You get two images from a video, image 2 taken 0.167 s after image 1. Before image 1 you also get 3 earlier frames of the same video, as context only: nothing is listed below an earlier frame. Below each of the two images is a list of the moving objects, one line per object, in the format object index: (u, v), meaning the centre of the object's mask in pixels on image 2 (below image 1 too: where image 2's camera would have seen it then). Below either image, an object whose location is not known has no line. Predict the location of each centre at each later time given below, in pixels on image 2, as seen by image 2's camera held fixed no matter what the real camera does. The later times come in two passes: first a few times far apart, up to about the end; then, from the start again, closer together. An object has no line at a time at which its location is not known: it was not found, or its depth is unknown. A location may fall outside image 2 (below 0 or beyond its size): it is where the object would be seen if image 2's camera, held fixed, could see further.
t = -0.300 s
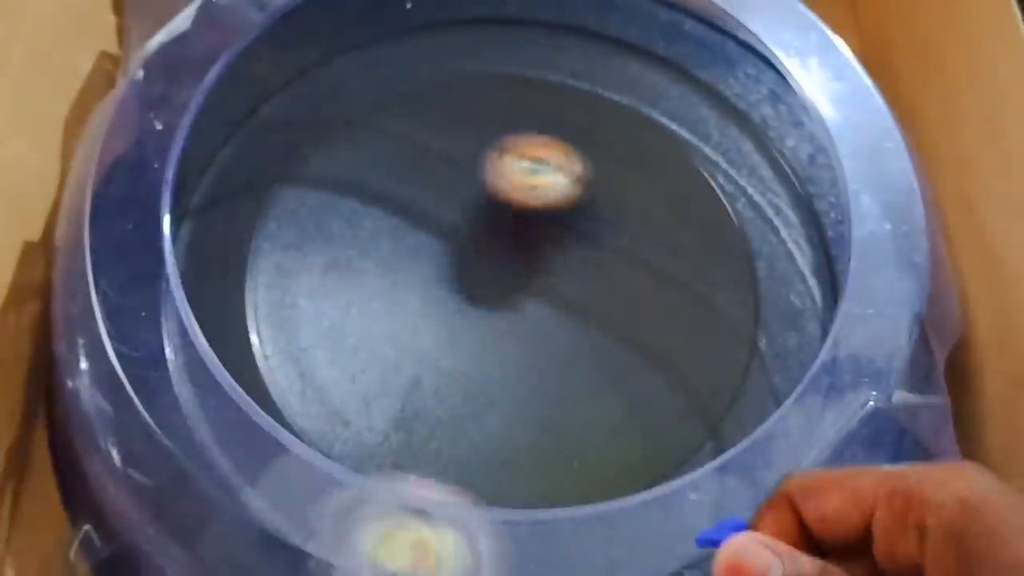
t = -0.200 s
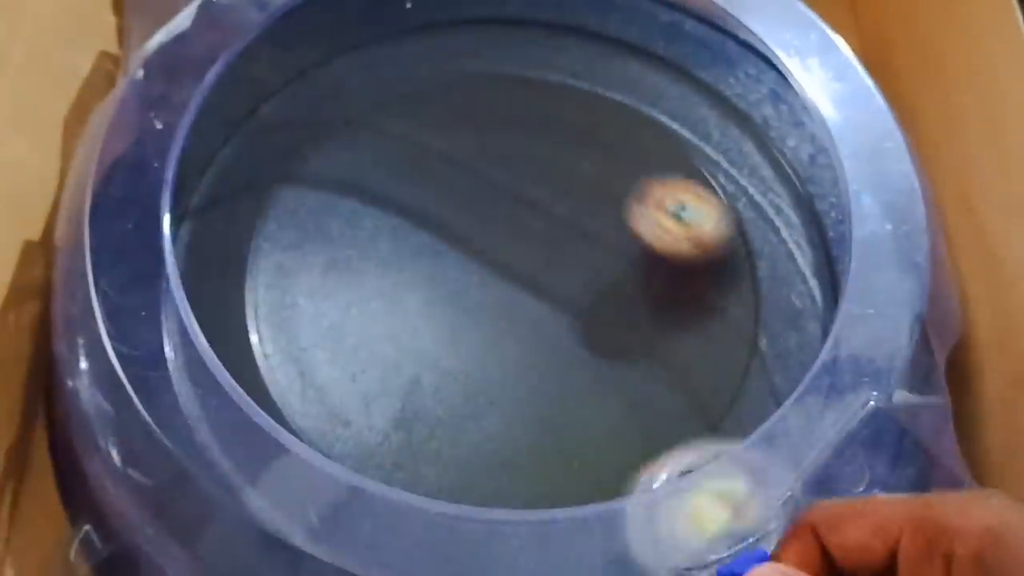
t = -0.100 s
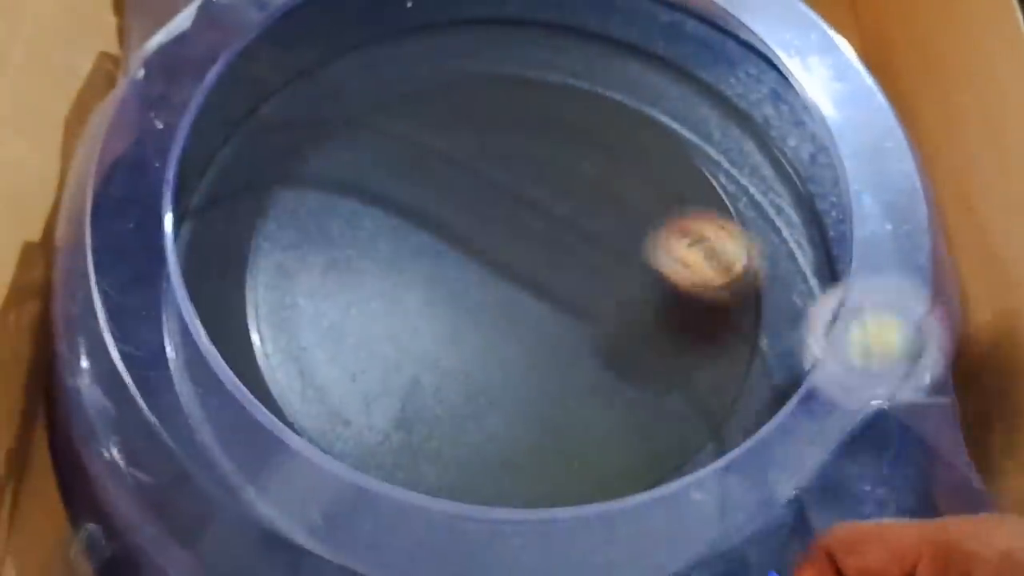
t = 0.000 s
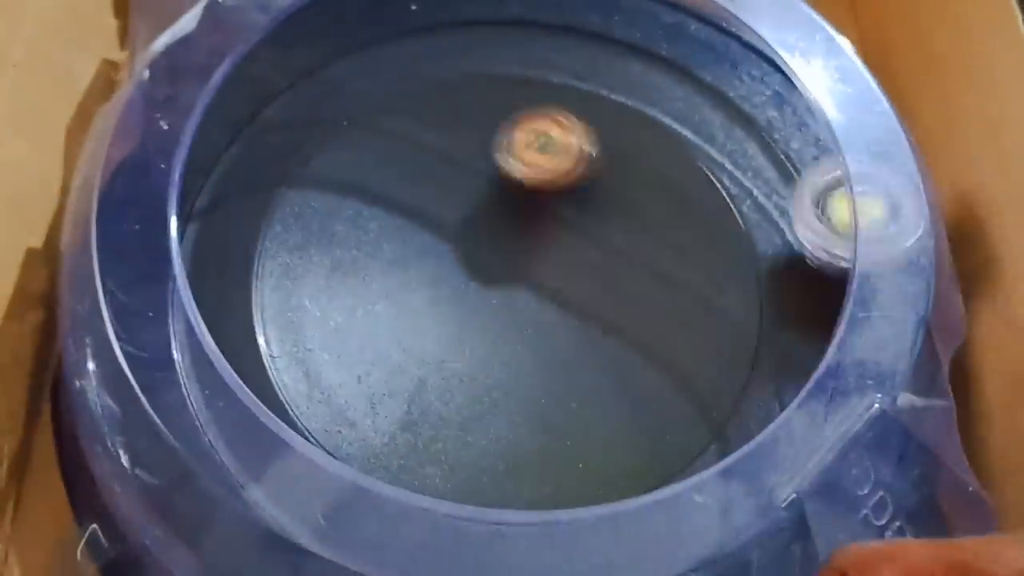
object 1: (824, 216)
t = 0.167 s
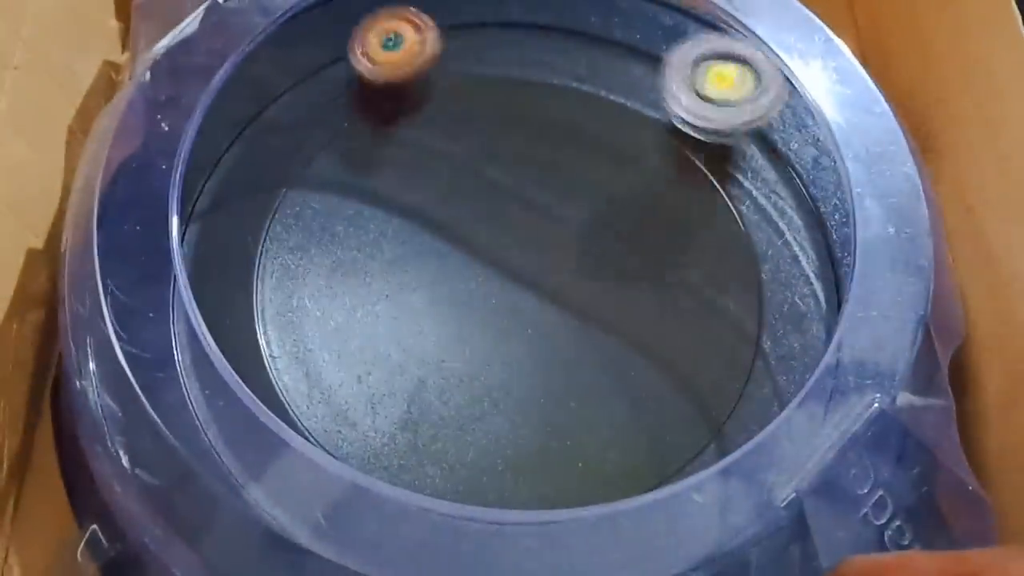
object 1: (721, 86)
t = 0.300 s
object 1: (560, 57)
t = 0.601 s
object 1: (503, 360)
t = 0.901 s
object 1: (735, 406)
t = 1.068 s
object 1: (798, 416)
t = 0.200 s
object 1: (685, 72)
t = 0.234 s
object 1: (648, 63)
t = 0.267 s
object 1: (606, 57)
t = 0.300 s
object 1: (560, 57)
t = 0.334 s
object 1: (510, 59)
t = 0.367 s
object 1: (479, 73)
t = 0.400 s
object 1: (483, 106)
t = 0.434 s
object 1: (484, 144)
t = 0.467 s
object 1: (483, 187)
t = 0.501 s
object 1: (477, 233)
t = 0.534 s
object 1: (478, 279)
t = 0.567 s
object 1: (488, 321)
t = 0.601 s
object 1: (503, 360)
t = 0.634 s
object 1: (523, 389)
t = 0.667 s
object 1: (547, 412)
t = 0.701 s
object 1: (574, 431)
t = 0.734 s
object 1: (605, 438)
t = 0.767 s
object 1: (637, 440)
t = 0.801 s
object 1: (666, 430)
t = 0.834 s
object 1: (695, 420)
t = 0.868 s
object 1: (716, 412)
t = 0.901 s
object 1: (735, 406)
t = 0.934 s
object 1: (783, 434)
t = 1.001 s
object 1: (804, 436)
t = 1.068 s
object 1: (798, 416)
